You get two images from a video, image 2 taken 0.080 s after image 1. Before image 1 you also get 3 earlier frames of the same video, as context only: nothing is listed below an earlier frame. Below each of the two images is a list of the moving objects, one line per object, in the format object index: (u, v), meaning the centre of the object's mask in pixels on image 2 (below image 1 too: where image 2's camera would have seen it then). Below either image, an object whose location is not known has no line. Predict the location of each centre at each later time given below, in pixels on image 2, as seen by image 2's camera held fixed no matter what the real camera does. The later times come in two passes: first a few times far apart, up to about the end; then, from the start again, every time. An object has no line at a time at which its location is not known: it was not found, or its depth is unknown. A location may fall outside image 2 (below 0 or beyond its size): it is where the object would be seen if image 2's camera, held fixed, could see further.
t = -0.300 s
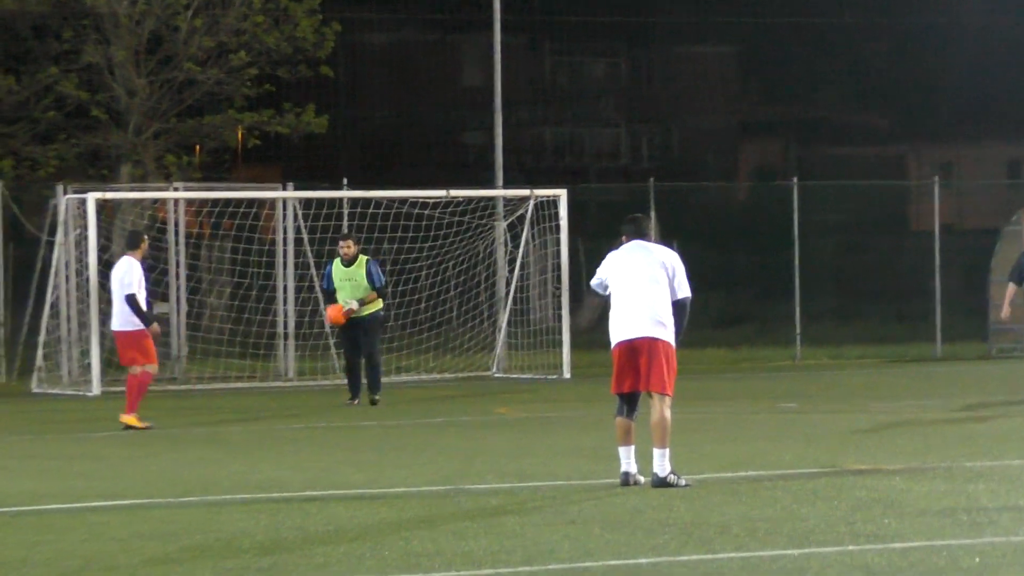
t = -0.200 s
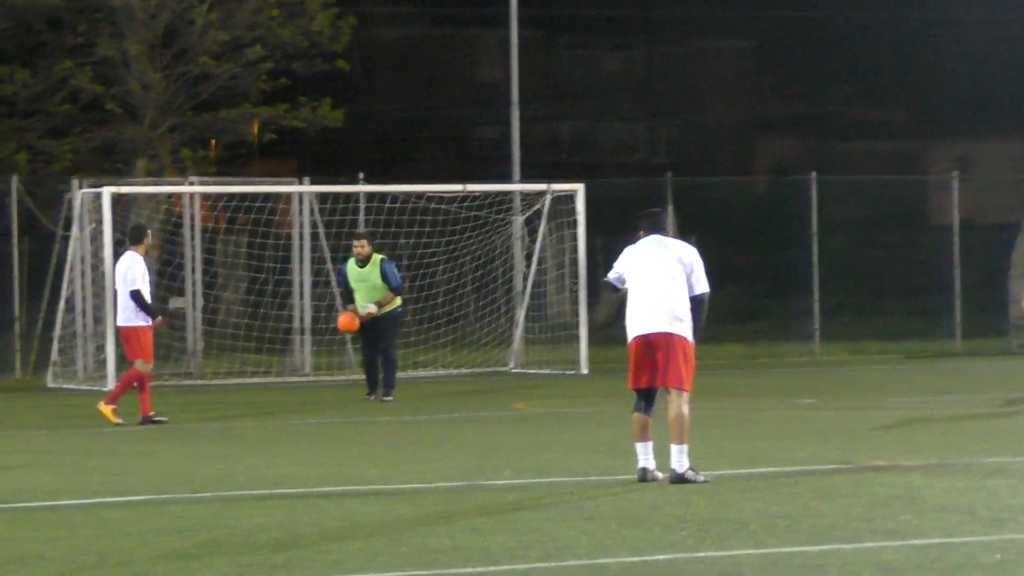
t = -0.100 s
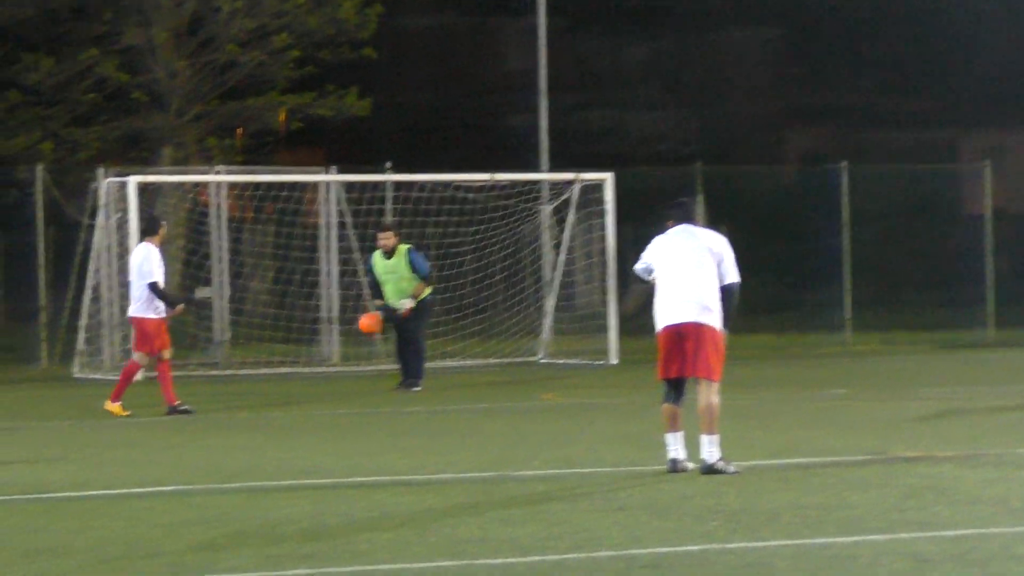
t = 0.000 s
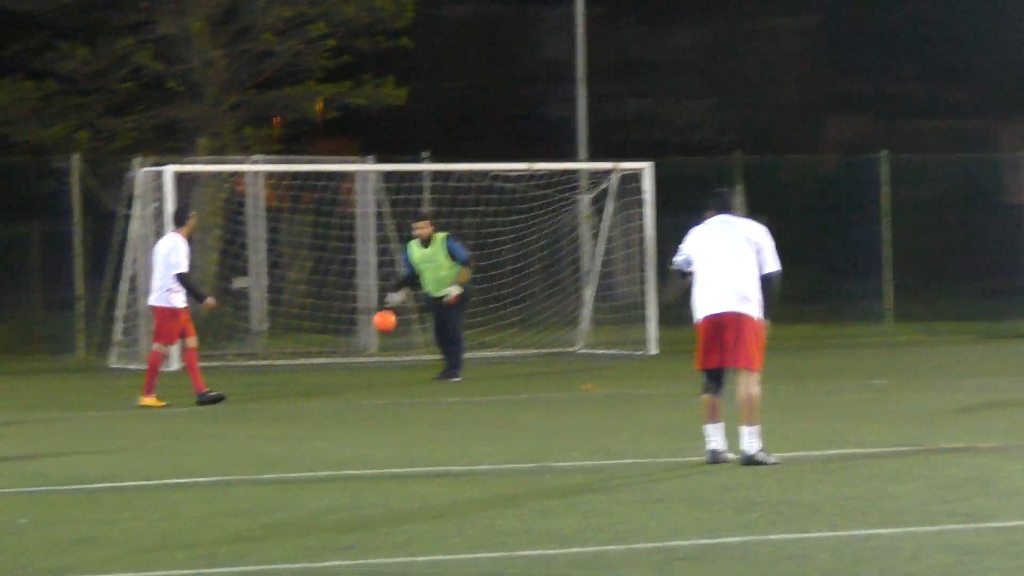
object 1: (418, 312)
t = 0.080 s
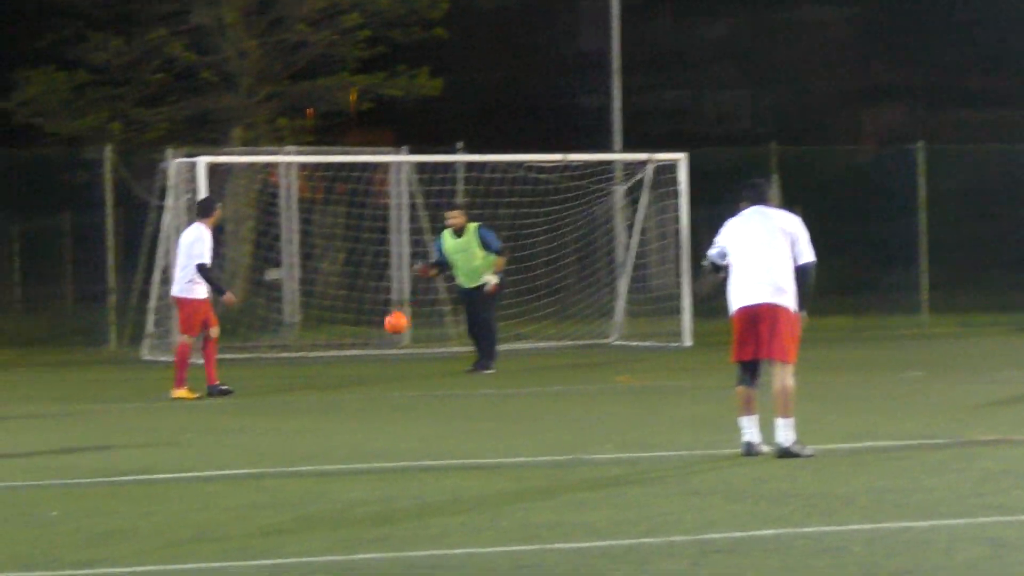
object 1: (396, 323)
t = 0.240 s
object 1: (352, 364)
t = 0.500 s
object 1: (296, 344)
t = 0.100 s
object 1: (390, 326)
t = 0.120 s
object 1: (385, 330)
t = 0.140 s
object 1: (379, 335)
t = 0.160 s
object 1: (374, 340)
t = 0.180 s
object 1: (369, 346)
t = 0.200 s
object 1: (363, 351)
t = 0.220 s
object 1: (358, 358)
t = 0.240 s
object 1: (352, 364)
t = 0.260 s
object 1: (346, 372)
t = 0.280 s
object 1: (342, 373)
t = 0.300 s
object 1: (337, 369)
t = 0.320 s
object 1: (334, 364)
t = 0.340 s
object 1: (330, 360)
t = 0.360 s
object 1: (325, 356)
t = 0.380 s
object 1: (321, 354)
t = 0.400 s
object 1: (317, 351)
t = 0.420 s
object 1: (313, 349)
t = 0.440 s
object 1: (309, 348)
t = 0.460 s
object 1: (304, 347)
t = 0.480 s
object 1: (301, 345)
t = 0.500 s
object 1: (296, 344)
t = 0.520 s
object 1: (293, 344)
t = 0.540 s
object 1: (288, 345)
